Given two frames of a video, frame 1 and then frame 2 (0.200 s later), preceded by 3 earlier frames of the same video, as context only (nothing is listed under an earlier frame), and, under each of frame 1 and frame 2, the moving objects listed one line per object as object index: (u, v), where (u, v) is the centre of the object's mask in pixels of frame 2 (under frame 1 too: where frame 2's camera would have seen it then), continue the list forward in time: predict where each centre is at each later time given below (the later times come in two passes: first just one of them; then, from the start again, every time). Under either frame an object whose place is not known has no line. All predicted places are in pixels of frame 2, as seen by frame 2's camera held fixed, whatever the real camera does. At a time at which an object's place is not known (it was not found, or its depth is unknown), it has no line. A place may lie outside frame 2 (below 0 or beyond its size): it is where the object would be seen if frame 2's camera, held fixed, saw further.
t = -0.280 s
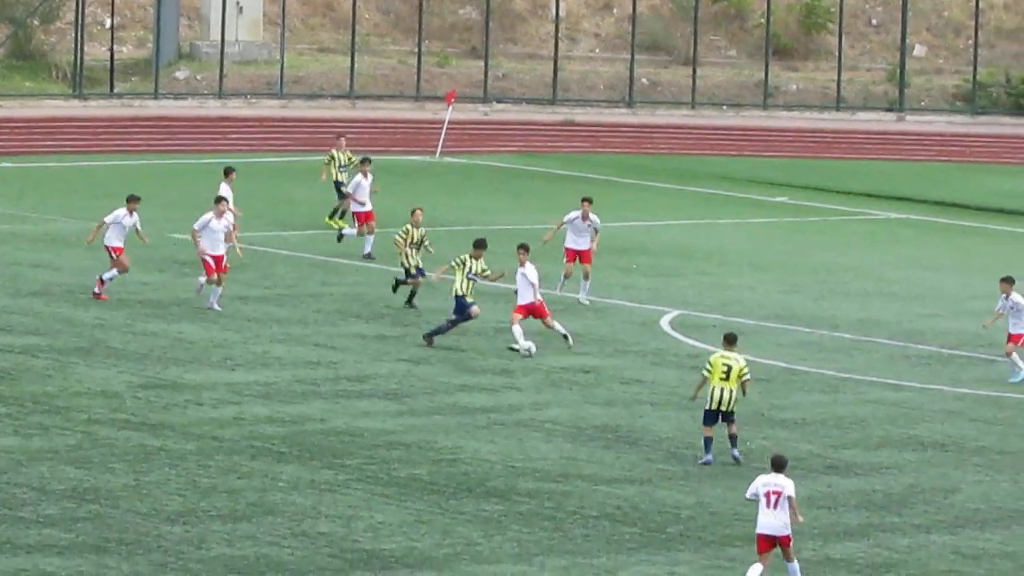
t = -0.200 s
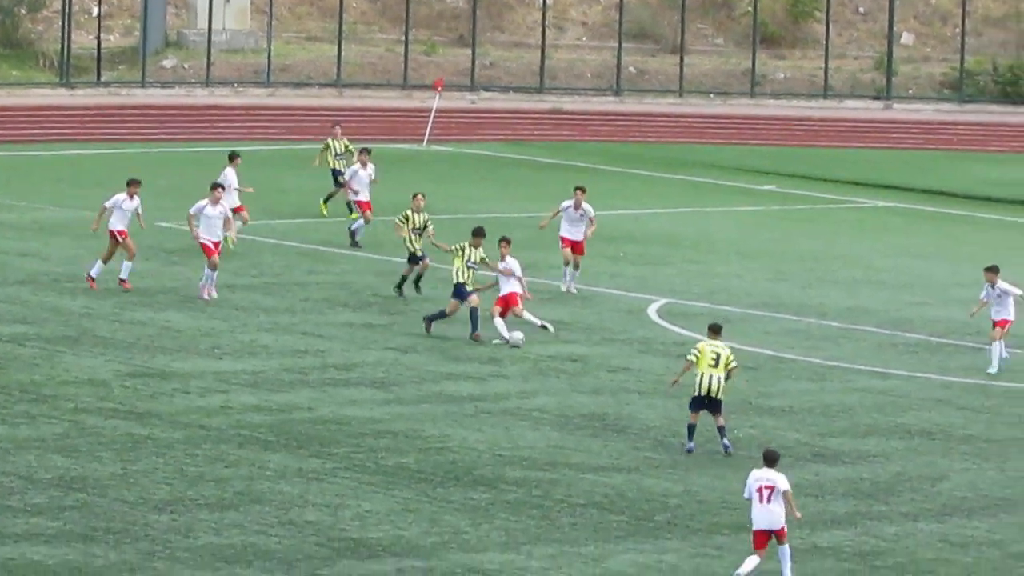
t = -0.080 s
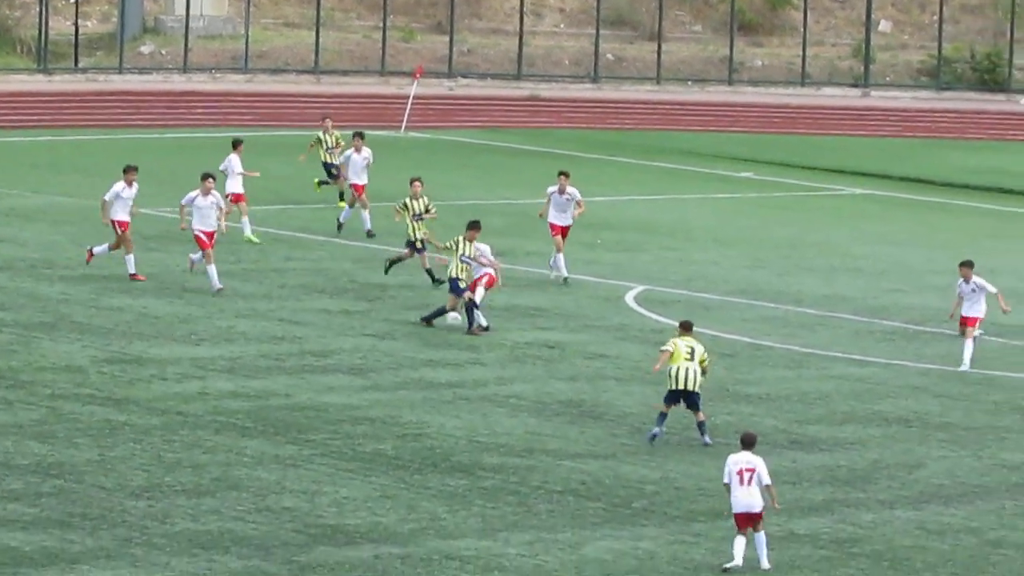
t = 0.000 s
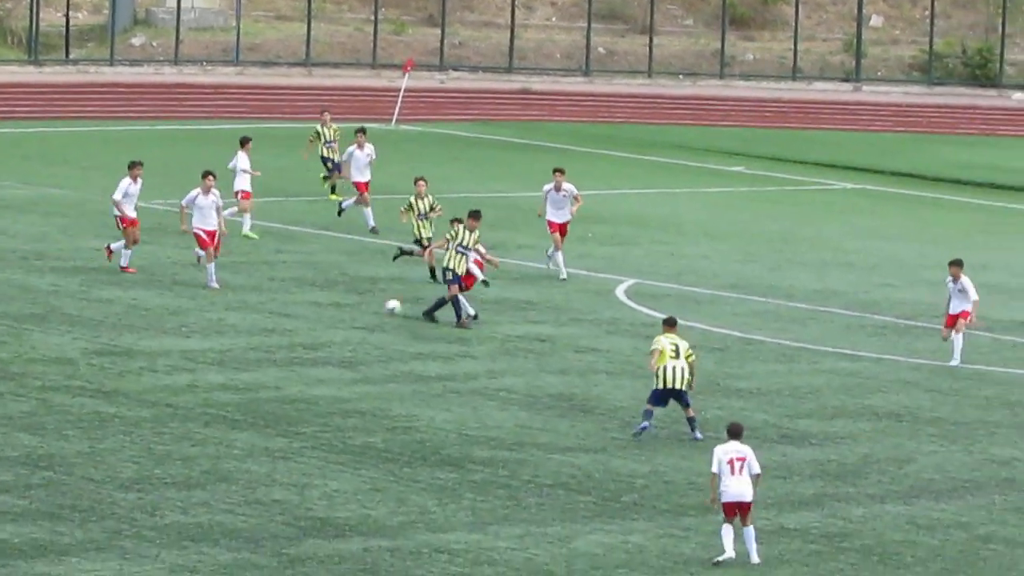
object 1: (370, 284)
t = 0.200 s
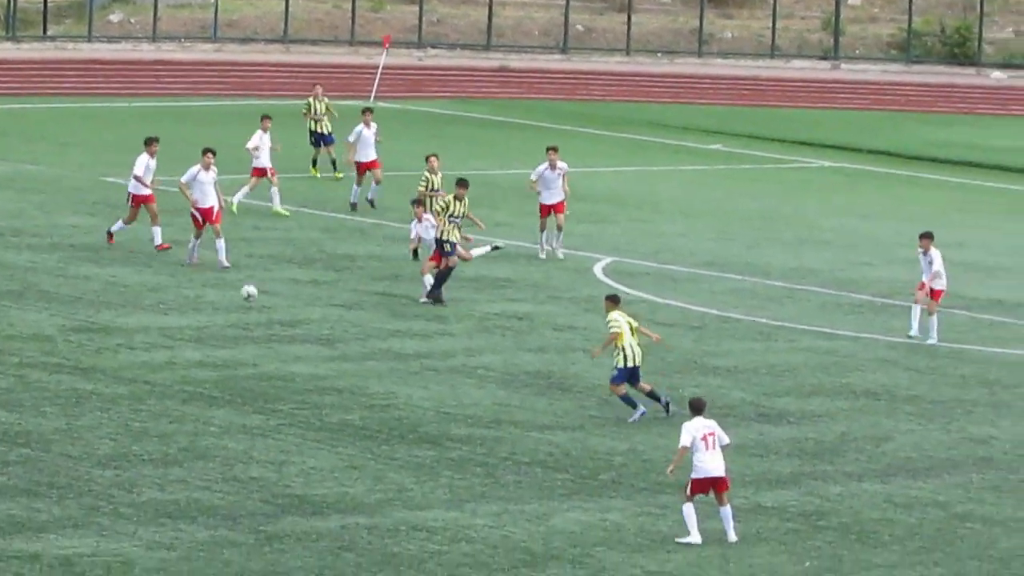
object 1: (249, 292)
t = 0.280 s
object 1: (199, 306)
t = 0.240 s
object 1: (224, 298)
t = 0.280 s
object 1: (199, 306)
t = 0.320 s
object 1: (176, 313)
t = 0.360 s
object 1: (153, 323)
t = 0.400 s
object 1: (128, 334)
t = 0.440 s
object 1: (104, 347)
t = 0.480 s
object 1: (88, 343)
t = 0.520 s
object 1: (72, 339)
